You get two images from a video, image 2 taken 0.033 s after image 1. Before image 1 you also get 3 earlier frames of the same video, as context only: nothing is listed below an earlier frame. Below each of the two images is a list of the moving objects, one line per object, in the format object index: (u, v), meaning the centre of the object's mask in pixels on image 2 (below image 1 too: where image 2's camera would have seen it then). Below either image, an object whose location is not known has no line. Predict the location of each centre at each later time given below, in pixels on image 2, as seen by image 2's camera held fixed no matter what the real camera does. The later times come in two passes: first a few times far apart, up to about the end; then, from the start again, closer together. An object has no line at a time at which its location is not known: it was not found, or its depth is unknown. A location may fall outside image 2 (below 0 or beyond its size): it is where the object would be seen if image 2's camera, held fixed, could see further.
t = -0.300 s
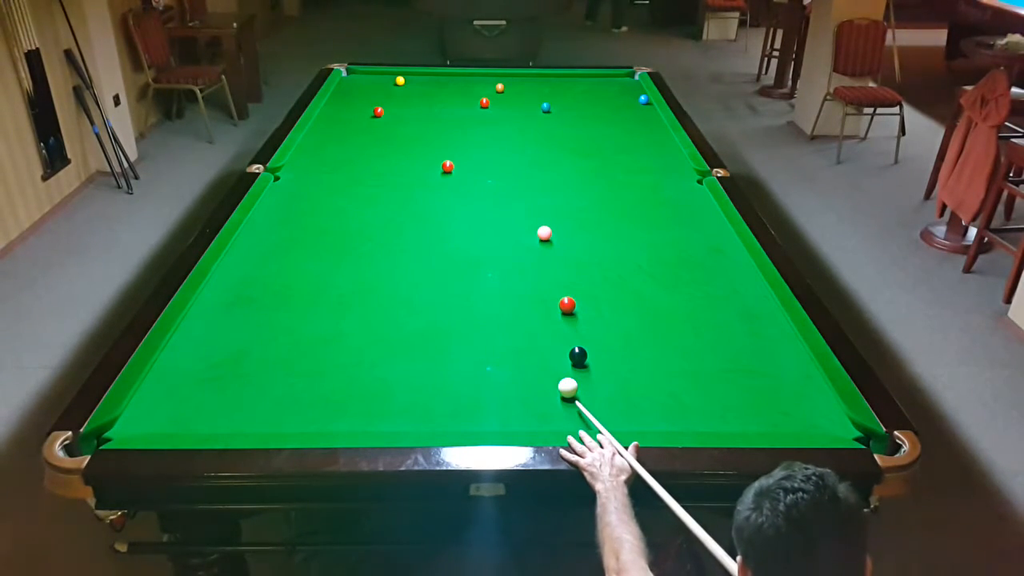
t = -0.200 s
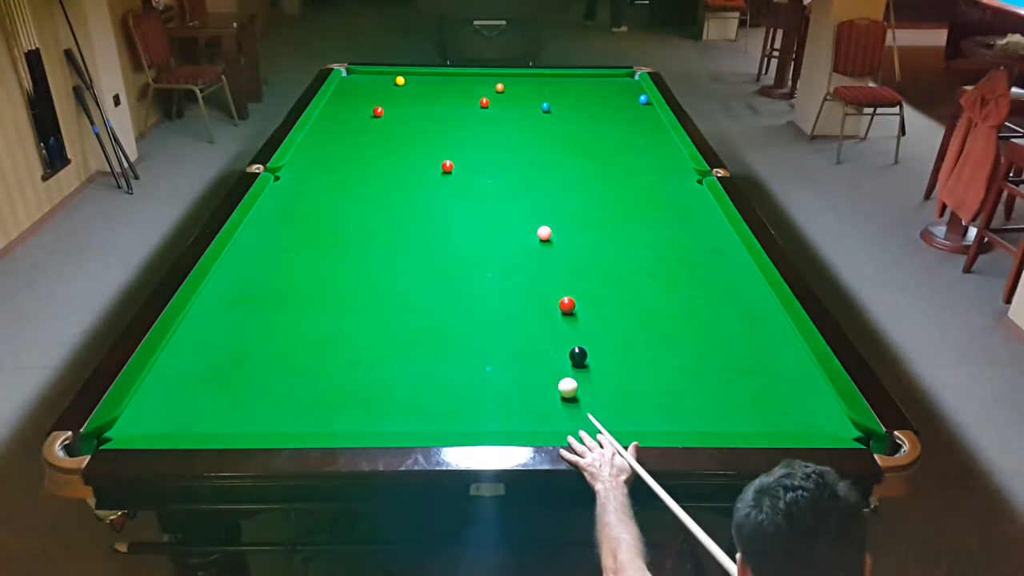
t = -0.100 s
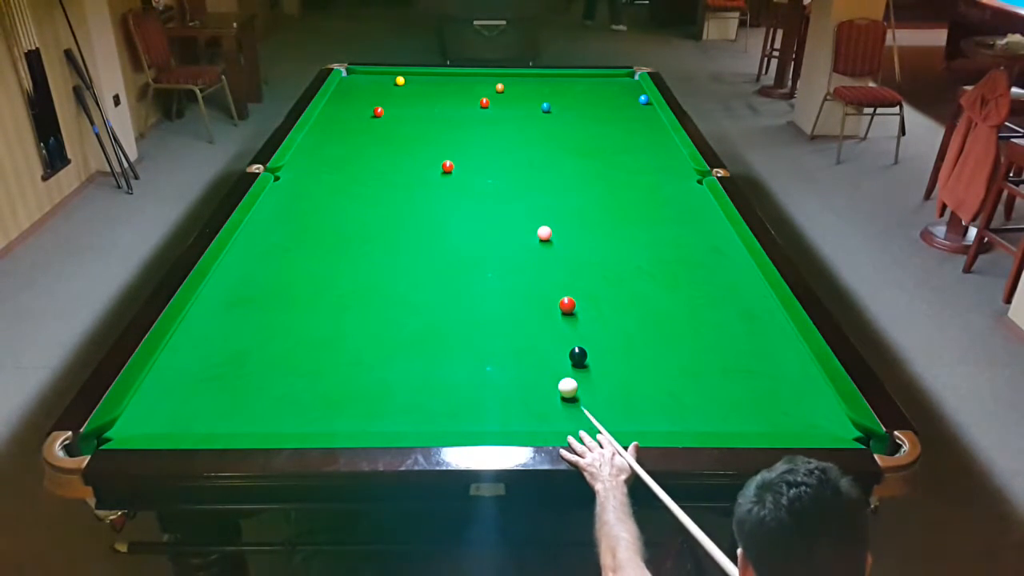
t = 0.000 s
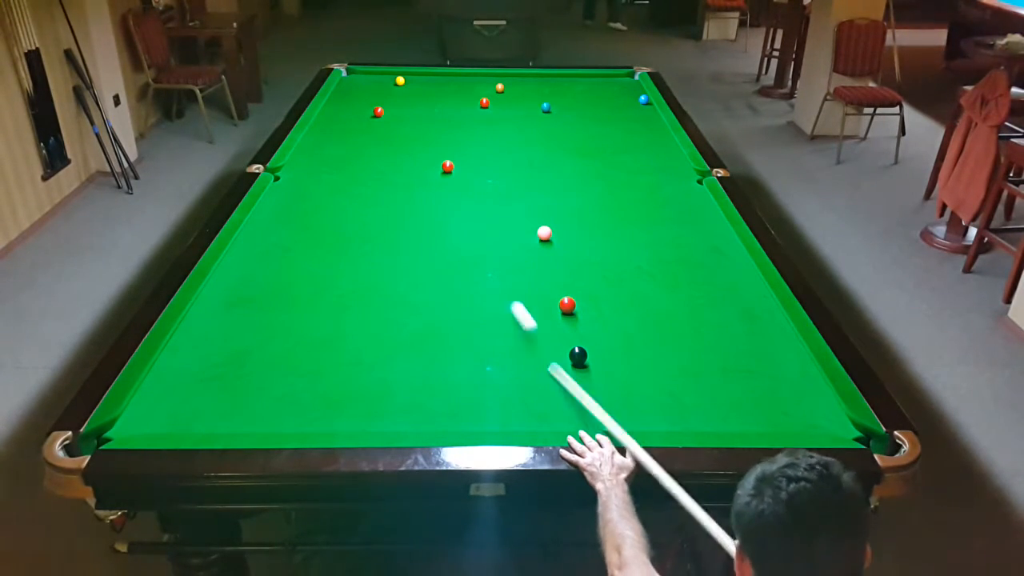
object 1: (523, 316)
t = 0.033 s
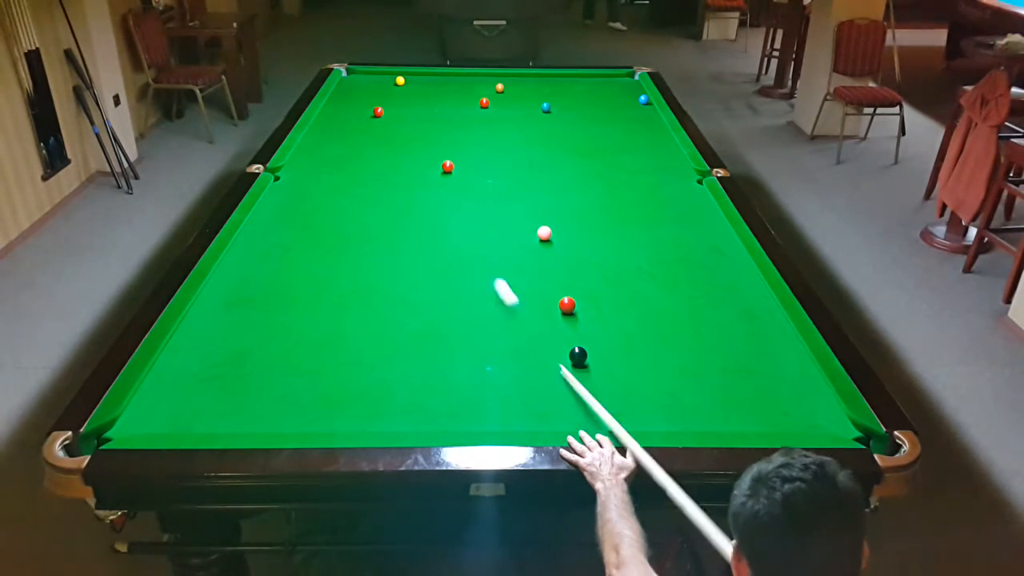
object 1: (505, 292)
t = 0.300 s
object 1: (416, 162)
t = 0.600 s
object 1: (401, 110)
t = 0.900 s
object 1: (433, 105)
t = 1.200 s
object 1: (462, 100)
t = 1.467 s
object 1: (485, 113)
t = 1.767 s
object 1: (512, 125)
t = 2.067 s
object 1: (542, 138)
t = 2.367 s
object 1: (572, 152)
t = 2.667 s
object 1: (604, 166)
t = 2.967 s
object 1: (638, 181)
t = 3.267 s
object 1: (673, 196)
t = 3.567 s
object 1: (710, 212)
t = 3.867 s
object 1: (705, 224)
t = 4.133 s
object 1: (698, 234)
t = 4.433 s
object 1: (690, 245)
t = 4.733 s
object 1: (683, 256)
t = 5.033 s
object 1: (676, 266)
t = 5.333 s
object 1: (670, 274)
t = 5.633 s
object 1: (664, 282)
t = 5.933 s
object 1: (659, 288)
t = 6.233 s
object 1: (655, 293)
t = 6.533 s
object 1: (651, 297)
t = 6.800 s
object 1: (649, 299)
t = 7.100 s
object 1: (649, 301)
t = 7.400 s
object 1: (649, 302)
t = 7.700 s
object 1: (649, 301)
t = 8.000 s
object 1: (649, 301)
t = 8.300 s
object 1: (649, 301)
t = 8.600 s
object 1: (649, 301)
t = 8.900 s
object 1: (649, 301)
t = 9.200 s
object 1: (649, 302)
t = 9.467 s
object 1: (649, 302)
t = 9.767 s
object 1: (649, 302)
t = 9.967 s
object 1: (649, 302)
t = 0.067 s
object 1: (490, 269)
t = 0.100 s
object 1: (476, 249)
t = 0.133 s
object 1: (464, 231)
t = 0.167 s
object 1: (453, 215)
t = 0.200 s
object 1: (442, 200)
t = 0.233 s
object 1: (433, 186)
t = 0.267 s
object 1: (424, 174)
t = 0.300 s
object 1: (416, 162)
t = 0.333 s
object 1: (409, 151)
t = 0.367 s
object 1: (402, 142)
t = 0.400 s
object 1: (396, 132)
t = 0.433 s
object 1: (390, 124)
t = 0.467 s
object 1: (385, 116)
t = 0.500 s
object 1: (386, 113)
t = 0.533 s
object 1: (391, 112)
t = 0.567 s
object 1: (396, 111)
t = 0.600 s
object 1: (401, 110)
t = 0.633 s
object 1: (405, 110)
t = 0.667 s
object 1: (408, 109)
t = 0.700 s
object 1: (412, 108)
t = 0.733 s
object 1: (415, 108)
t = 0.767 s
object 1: (419, 107)
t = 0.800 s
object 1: (422, 107)
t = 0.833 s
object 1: (426, 106)
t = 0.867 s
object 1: (429, 106)
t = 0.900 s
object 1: (433, 105)
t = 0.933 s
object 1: (436, 105)
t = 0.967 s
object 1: (439, 104)
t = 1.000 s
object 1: (443, 103)
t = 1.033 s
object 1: (446, 103)
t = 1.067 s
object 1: (449, 102)
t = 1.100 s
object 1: (453, 102)
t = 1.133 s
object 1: (456, 101)
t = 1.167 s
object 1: (459, 101)
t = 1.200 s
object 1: (462, 100)
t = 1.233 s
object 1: (465, 101)
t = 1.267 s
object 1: (467, 103)
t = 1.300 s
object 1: (470, 105)
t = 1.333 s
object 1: (473, 107)
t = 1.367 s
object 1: (476, 108)
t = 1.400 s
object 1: (479, 110)
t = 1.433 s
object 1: (482, 111)
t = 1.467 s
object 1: (485, 113)
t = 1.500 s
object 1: (488, 114)
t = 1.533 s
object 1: (491, 115)
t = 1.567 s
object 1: (494, 117)
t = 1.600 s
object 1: (497, 118)
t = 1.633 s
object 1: (500, 120)
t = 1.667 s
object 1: (503, 121)
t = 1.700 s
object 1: (506, 122)
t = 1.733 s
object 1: (509, 124)
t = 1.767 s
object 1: (512, 125)
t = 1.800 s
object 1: (515, 127)
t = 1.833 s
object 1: (519, 128)
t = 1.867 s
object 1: (522, 130)
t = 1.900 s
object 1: (525, 131)
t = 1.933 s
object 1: (528, 133)
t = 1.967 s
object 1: (532, 134)
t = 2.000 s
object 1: (535, 136)
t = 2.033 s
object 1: (538, 137)
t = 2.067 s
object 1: (542, 138)
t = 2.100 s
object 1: (545, 140)
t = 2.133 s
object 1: (548, 142)
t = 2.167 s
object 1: (551, 143)
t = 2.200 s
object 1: (555, 144)
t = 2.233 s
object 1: (558, 146)
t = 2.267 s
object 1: (562, 148)
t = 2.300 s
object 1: (565, 149)
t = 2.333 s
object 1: (569, 151)
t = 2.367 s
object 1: (572, 152)
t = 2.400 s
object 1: (576, 154)
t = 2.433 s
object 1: (579, 155)
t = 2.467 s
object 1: (582, 157)
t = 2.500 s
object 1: (586, 158)
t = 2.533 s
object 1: (590, 160)
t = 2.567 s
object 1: (593, 162)
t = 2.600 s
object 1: (597, 163)
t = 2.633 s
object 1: (600, 165)
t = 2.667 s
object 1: (604, 166)
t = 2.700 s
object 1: (608, 168)
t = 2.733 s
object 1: (611, 170)
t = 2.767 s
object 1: (615, 171)
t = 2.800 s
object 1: (619, 173)
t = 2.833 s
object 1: (623, 175)
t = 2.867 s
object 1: (626, 176)
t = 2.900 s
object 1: (630, 178)
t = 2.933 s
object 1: (634, 179)
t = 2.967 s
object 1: (638, 181)
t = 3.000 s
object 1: (642, 183)
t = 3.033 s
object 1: (646, 184)
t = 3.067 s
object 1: (650, 186)
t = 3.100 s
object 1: (653, 188)
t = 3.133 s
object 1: (657, 190)
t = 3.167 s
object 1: (661, 191)
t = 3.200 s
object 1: (665, 193)
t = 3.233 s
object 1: (669, 195)
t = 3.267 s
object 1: (673, 196)
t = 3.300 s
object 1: (677, 198)
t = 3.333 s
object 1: (681, 200)
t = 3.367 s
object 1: (685, 202)
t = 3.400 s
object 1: (690, 203)
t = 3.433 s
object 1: (694, 205)
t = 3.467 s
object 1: (698, 207)
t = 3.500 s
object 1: (702, 208)
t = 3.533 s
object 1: (706, 210)
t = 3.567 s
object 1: (710, 212)
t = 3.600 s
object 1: (713, 214)
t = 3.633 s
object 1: (711, 215)
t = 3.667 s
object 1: (710, 216)
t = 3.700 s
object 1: (709, 218)
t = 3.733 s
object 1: (709, 219)
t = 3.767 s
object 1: (708, 220)
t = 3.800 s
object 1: (707, 221)
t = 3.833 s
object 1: (706, 223)
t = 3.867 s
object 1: (705, 224)
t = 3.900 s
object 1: (704, 225)
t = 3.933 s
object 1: (703, 227)
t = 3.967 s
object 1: (702, 228)
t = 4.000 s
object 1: (701, 229)
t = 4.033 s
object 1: (701, 230)
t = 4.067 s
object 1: (700, 232)
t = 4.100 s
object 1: (699, 233)
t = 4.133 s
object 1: (698, 234)
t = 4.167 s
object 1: (697, 236)
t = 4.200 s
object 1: (696, 237)
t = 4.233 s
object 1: (695, 238)
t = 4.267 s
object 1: (695, 239)
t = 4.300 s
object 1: (694, 240)
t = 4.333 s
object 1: (693, 242)
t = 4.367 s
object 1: (692, 243)
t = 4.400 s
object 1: (691, 244)
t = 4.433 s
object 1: (690, 245)
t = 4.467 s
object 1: (689, 246)
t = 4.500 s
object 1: (688, 248)
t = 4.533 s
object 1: (687, 249)
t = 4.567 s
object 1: (687, 250)
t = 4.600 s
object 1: (686, 251)
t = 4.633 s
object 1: (685, 252)
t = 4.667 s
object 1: (684, 253)
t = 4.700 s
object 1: (684, 254)
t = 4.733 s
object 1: (683, 256)
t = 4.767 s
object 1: (682, 257)
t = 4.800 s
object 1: (681, 258)
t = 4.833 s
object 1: (680, 259)
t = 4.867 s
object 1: (680, 260)
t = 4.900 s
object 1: (679, 261)
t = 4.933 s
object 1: (678, 262)
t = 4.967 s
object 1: (677, 263)
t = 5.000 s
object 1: (677, 264)
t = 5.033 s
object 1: (676, 266)
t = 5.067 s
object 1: (675, 266)
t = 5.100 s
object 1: (675, 267)
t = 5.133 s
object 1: (674, 268)
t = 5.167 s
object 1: (673, 269)
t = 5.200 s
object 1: (673, 270)
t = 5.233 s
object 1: (672, 271)
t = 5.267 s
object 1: (671, 272)
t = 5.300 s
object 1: (671, 273)
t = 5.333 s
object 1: (670, 274)
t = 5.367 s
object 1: (669, 275)
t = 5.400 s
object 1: (669, 276)
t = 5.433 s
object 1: (668, 277)
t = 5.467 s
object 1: (667, 278)
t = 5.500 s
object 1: (667, 278)
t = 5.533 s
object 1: (666, 279)
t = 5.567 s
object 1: (666, 280)
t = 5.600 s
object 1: (665, 281)
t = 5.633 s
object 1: (664, 282)
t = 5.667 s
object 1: (663, 282)
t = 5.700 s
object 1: (663, 283)
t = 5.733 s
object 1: (662, 284)
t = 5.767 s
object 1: (662, 285)
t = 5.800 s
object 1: (661, 285)
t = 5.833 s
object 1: (661, 286)
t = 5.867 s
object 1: (660, 287)
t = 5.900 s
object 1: (660, 287)
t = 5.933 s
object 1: (659, 288)
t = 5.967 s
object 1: (659, 289)
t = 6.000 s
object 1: (658, 289)
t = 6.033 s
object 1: (657, 290)
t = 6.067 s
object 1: (657, 290)
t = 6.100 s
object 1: (656, 291)
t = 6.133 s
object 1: (656, 292)
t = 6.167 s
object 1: (655, 292)
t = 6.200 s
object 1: (655, 293)
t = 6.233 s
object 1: (655, 293)
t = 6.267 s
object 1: (654, 294)
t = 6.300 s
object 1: (654, 294)
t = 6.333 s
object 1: (653, 295)
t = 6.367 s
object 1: (653, 295)
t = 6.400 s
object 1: (652, 295)
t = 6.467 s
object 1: (652, 297)
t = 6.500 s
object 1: (651, 297)
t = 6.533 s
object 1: (651, 297)
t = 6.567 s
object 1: (651, 298)
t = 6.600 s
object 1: (651, 298)
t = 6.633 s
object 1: (650, 298)
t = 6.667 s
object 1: (650, 298)
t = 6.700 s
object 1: (650, 299)
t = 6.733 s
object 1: (650, 299)
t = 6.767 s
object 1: (649, 299)
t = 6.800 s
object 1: (649, 299)
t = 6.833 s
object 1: (649, 300)
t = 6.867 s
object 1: (649, 300)
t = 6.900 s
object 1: (649, 300)
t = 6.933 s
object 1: (649, 300)
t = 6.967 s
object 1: (649, 300)
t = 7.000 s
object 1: (649, 301)
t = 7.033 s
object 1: (649, 301)
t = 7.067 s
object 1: (649, 301)
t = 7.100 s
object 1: (649, 301)
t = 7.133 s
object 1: (649, 301)
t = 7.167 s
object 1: (649, 301)
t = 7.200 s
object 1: (649, 302)
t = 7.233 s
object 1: (649, 301)
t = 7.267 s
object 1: (649, 302)
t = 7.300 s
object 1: (649, 302)
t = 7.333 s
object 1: (649, 302)
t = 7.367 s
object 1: (649, 301)
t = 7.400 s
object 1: (649, 302)
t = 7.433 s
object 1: (649, 301)
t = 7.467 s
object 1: (649, 301)
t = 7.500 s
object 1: (649, 302)
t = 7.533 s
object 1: (649, 301)
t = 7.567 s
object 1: (649, 301)
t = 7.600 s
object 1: (649, 302)
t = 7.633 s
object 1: (649, 301)
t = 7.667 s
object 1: (649, 302)
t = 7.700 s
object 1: (649, 301)
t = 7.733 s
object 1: (649, 301)
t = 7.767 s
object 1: (649, 301)
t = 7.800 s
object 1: (649, 302)
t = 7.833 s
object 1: (649, 301)
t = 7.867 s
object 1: (649, 302)
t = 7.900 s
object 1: (649, 301)
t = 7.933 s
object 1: (649, 302)
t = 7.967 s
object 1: (649, 302)
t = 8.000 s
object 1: (649, 301)
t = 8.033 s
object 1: (649, 301)
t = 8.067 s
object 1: (649, 302)
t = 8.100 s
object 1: (649, 301)
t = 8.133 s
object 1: (649, 301)
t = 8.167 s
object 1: (649, 301)
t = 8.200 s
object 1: (649, 301)
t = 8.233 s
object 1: (649, 301)
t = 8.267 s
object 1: (649, 301)
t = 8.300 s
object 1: (649, 301)
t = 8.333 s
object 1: (649, 302)
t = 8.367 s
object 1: (649, 301)
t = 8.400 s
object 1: (649, 302)
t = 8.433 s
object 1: (649, 301)
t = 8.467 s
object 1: (649, 301)
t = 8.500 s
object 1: (649, 301)
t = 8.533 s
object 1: (649, 301)
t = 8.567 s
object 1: (649, 301)
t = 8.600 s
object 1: (649, 301)
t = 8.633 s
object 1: (649, 302)
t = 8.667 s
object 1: (649, 301)
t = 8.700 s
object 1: (649, 302)
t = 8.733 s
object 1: (649, 301)
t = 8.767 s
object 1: (649, 301)
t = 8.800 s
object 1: (649, 302)
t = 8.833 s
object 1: (649, 302)
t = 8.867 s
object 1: (649, 301)
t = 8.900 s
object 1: (649, 301)
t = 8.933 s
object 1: (649, 301)
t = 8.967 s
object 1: (649, 301)
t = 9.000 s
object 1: (649, 301)
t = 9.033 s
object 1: (649, 302)
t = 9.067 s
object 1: (649, 301)
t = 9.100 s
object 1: (649, 302)
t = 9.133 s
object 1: (649, 302)
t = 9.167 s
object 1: (649, 301)
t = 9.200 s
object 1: (649, 302)
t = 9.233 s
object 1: (649, 302)
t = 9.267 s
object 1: (649, 301)
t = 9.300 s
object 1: (649, 302)
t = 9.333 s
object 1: (649, 302)
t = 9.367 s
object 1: (649, 302)
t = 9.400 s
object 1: (649, 302)
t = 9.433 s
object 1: (649, 302)
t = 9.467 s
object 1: (649, 302)
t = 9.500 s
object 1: (649, 302)
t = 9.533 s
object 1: (649, 302)
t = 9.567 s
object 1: (649, 302)
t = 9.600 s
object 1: (649, 302)
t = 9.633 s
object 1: (649, 302)
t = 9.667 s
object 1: (649, 302)
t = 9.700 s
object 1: (649, 302)
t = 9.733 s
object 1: (649, 302)
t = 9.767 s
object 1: (649, 302)
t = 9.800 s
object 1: (649, 302)
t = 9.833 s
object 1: (649, 302)
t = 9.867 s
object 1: (649, 302)
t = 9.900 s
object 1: (649, 302)
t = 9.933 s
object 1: (649, 302)
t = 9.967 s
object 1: (649, 302)
